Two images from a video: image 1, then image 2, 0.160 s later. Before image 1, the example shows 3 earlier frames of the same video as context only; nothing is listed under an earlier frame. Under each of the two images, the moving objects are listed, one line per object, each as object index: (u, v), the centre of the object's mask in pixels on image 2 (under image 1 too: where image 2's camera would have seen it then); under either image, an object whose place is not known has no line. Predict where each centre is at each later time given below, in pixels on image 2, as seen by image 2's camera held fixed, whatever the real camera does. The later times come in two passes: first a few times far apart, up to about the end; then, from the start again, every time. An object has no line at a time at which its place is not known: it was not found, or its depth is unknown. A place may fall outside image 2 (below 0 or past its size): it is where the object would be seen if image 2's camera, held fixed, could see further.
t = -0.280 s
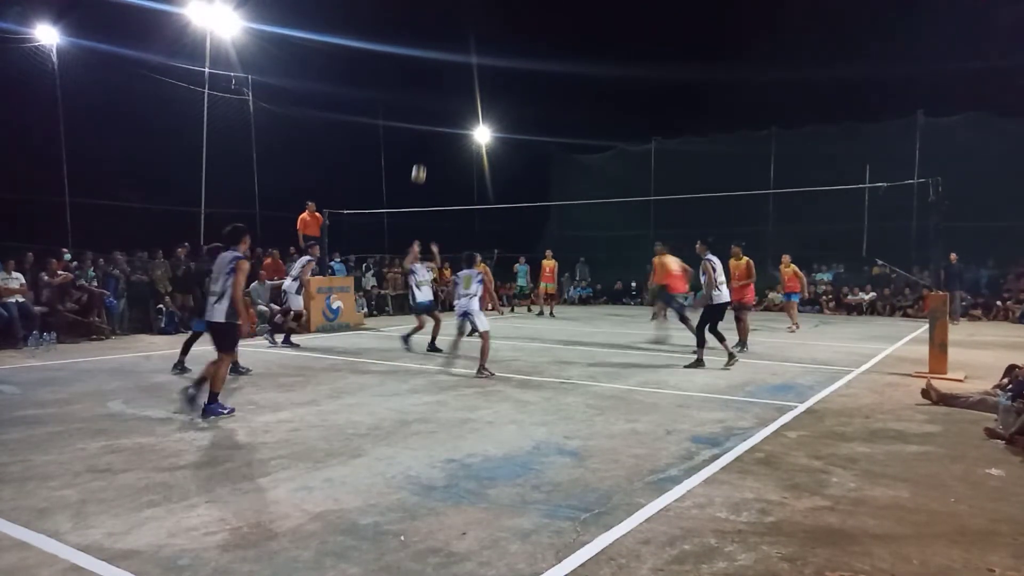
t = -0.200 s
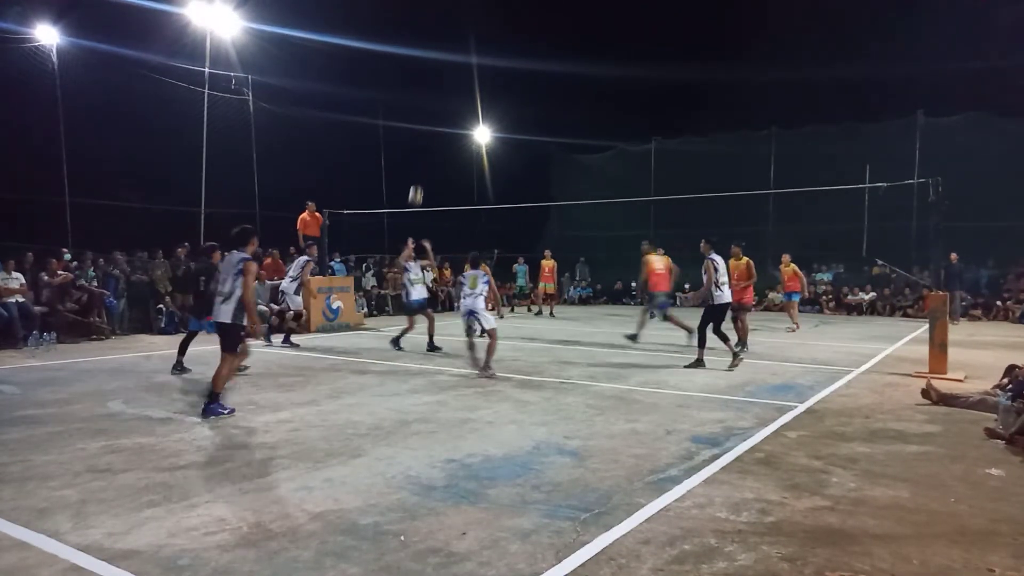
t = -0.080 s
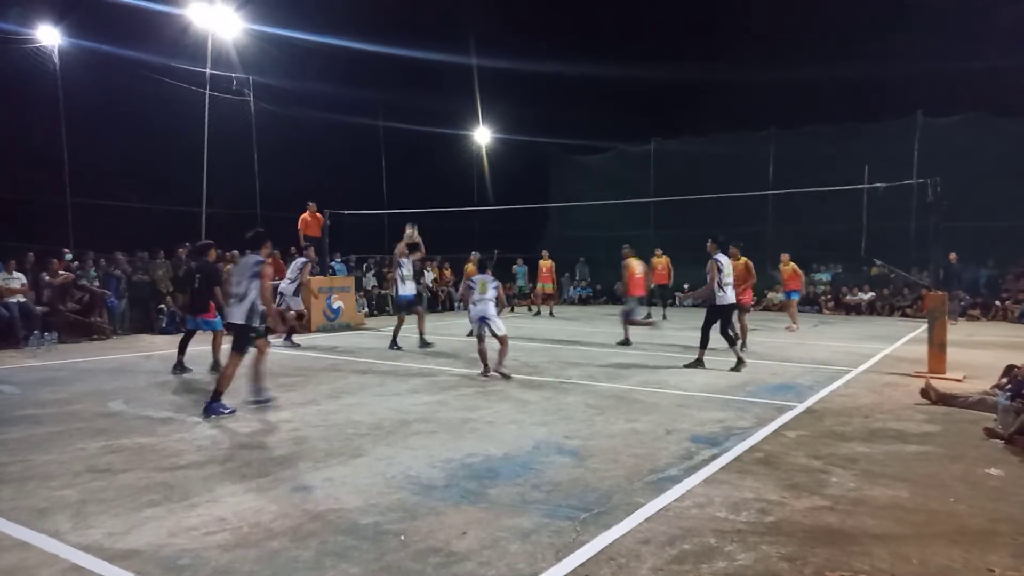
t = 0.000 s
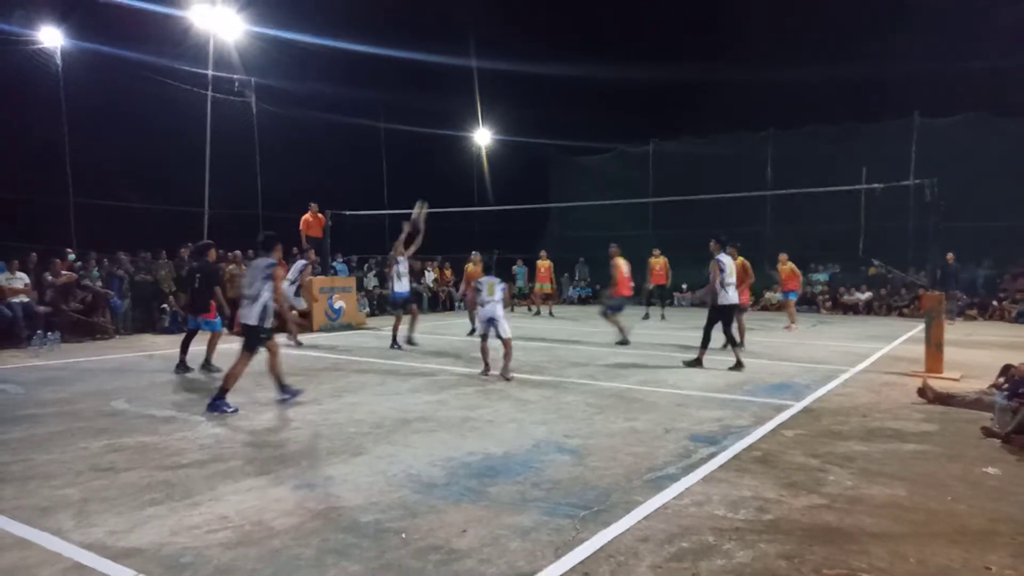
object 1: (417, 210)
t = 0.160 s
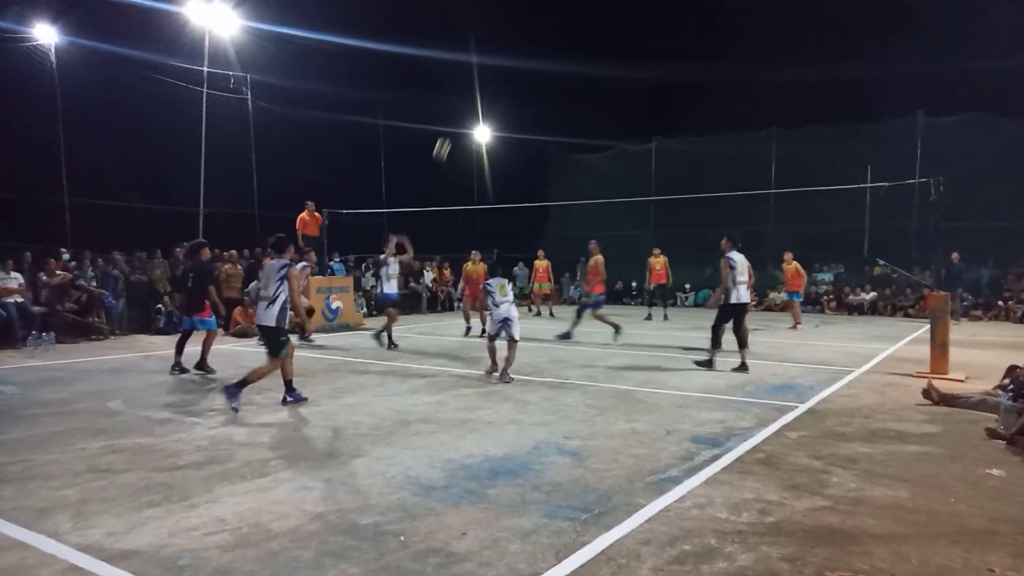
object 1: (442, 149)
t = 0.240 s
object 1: (454, 123)
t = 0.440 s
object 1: (483, 80)
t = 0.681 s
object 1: (517, 62)
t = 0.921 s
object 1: (552, 81)
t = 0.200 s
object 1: (447, 135)
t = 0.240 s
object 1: (454, 123)
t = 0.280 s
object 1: (460, 113)
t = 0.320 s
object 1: (465, 103)
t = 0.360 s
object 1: (471, 95)
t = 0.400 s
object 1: (477, 86)
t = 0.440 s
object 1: (483, 80)
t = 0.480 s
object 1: (488, 74)
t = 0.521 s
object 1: (494, 70)
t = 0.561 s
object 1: (500, 66)
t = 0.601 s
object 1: (506, 63)
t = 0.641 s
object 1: (511, 62)
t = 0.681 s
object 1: (517, 62)
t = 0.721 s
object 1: (523, 62)
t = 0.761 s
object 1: (529, 64)
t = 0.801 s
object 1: (535, 67)
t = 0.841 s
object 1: (540, 70)
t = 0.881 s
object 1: (546, 75)
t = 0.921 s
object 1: (552, 81)
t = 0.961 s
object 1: (558, 88)
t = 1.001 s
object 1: (563, 96)
